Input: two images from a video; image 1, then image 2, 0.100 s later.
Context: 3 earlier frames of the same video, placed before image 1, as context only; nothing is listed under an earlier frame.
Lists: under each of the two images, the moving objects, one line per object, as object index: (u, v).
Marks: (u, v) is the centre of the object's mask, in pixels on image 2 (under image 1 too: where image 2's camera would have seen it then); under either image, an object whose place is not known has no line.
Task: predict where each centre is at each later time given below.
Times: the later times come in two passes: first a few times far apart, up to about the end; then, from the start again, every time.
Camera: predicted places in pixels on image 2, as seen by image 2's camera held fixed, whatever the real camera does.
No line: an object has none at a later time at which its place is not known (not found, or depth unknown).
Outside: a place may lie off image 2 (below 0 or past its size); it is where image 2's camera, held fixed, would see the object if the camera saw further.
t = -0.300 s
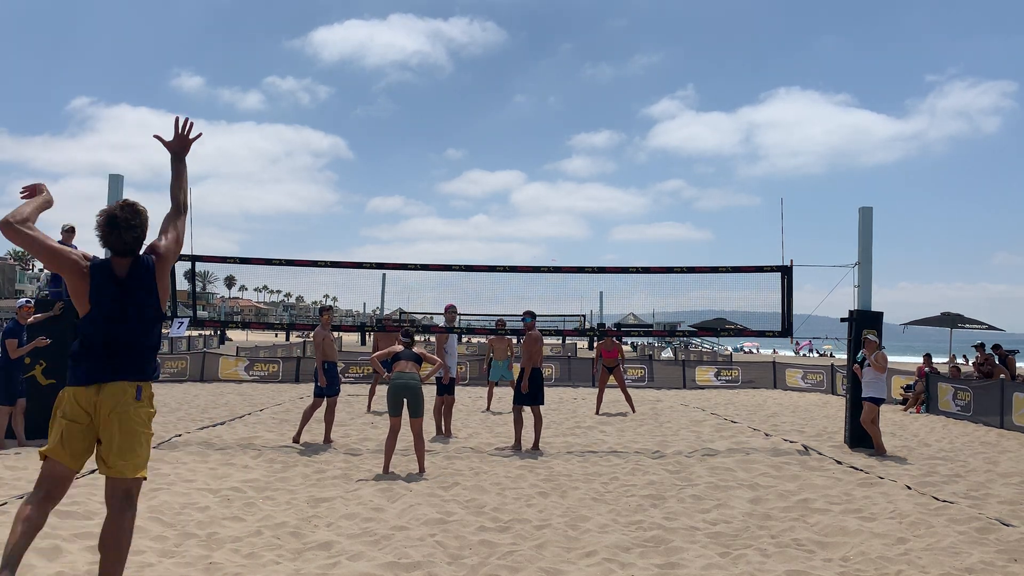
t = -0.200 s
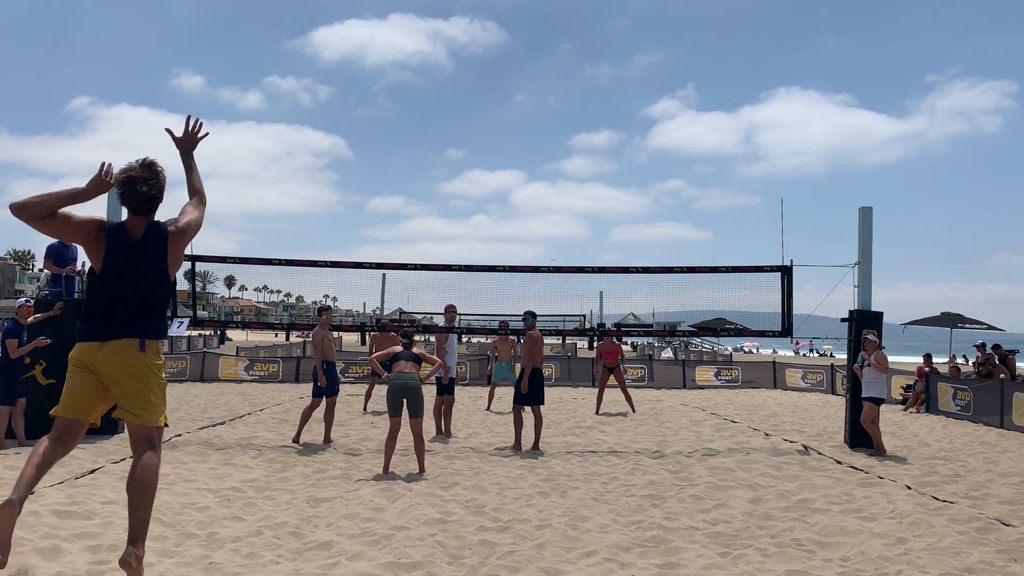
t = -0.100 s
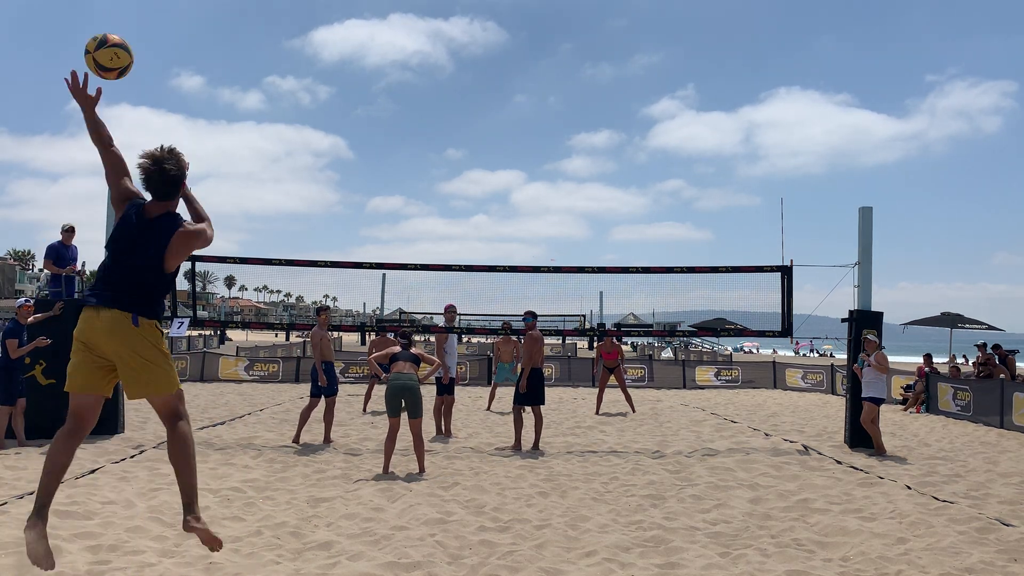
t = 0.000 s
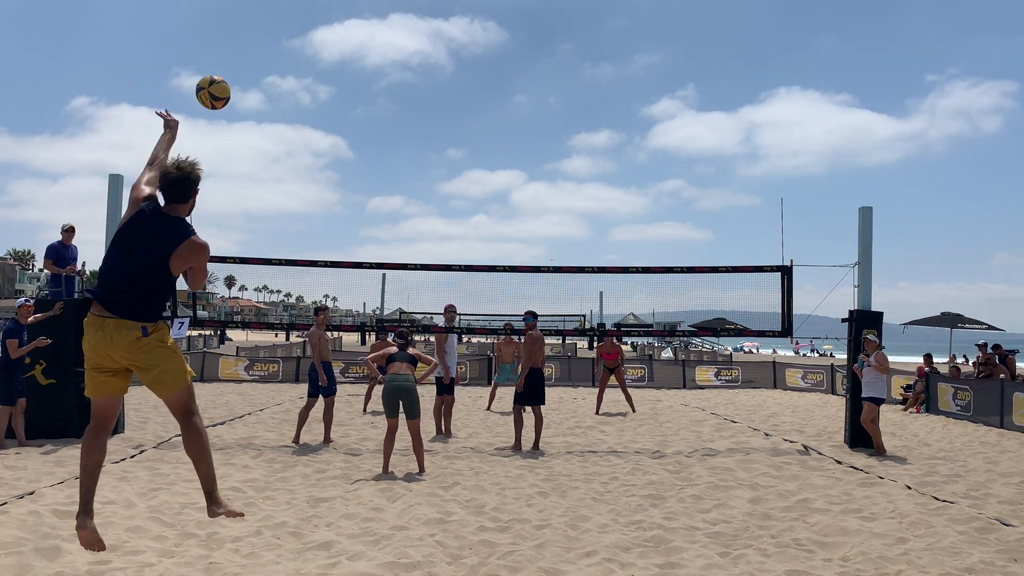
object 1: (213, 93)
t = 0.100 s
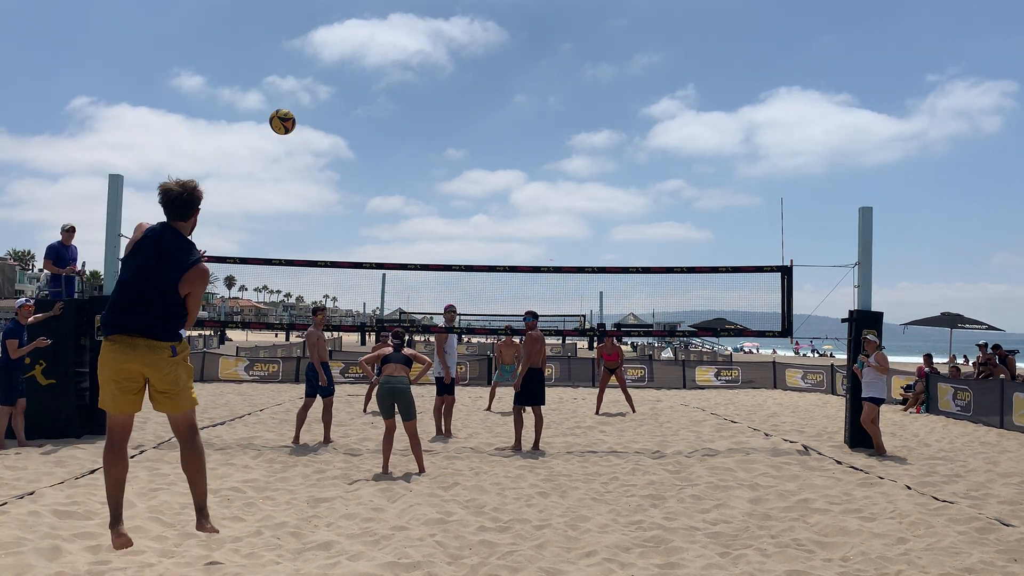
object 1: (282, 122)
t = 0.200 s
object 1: (325, 154)
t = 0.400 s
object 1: (373, 225)
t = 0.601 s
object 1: (400, 299)
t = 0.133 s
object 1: (299, 132)
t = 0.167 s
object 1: (313, 143)
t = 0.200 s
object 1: (325, 154)
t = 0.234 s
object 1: (335, 166)
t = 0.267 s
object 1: (344, 177)
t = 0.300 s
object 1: (353, 189)
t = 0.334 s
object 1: (360, 201)
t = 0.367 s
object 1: (367, 213)
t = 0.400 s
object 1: (373, 225)
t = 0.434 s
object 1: (378, 237)
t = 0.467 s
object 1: (383, 249)
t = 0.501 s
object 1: (388, 259)
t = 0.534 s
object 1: (392, 275)
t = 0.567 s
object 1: (397, 286)
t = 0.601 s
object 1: (400, 299)
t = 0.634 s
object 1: (404, 311)
